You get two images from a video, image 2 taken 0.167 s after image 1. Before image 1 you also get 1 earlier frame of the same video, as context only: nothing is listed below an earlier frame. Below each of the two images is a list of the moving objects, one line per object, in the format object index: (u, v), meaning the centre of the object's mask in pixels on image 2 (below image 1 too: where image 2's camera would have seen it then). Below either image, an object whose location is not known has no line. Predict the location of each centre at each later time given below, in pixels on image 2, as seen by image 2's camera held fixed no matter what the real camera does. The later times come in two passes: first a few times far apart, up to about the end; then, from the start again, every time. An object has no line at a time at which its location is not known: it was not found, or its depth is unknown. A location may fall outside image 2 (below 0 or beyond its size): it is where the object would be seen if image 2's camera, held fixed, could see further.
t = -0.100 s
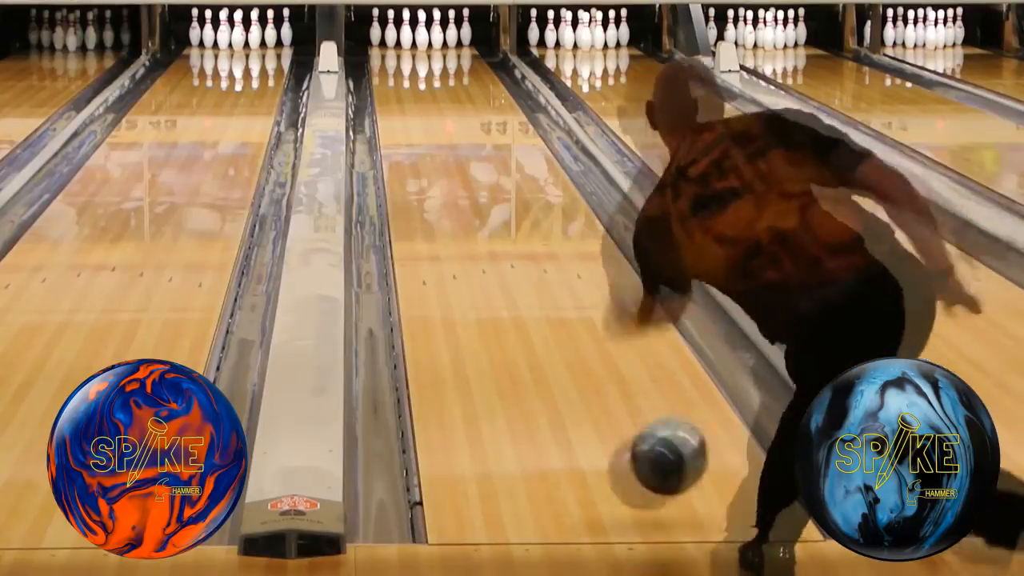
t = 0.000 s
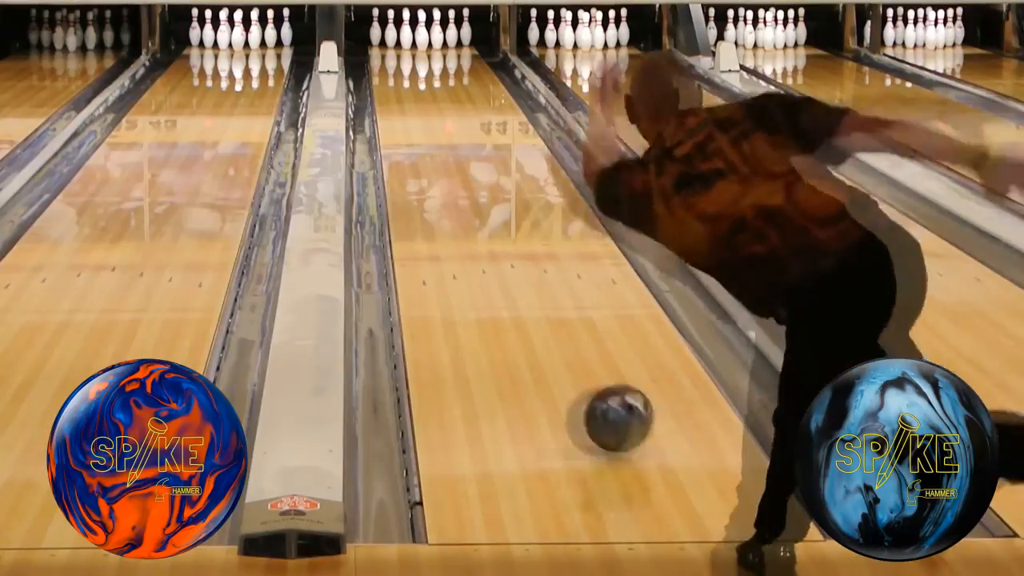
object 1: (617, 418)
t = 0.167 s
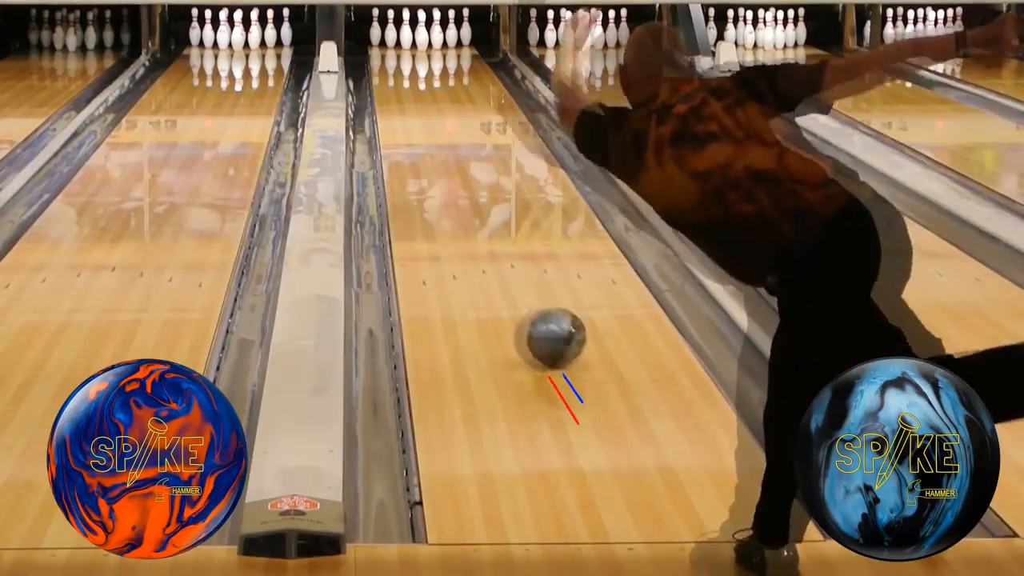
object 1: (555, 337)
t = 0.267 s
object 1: (527, 299)
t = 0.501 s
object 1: (476, 230)
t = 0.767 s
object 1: (436, 173)
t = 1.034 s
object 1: (411, 131)
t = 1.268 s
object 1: (397, 104)
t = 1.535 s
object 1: (389, 79)
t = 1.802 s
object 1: (392, 61)
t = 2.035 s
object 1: (405, 48)
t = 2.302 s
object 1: (417, 38)
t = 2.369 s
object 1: (416, 37)
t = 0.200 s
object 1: (545, 324)
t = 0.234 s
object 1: (536, 311)
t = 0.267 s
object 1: (527, 299)
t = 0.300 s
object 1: (519, 287)
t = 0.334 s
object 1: (510, 276)
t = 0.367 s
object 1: (503, 266)
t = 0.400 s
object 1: (496, 256)
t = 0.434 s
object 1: (488, 246)
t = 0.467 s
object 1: (482, 238)
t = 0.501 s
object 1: (476, 230)
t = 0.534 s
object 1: (470, 221)
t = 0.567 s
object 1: (464, 213)
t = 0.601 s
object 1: (460, 206)
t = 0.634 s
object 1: (454, 199)
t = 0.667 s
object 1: (450, 192)
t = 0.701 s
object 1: (445, 185)
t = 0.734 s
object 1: (440, 178)
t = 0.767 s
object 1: (436, 173)
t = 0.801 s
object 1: (432, 167)
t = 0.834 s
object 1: (429, 161)
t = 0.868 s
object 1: (425, 155)
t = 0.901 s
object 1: (422, 150)
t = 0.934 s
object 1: (419, 145)
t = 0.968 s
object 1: (416, 140)
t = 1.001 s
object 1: (413, 136)
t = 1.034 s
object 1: (411, 131)
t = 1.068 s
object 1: (409, 127)
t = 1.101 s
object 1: (406, 123)
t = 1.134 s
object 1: (404, 119)
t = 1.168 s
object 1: (402, 115)
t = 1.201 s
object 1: (400, 111)
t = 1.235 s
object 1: (399, 107)
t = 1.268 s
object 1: (397, 104)
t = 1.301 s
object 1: (396, 100)
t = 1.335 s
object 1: (394, 97)
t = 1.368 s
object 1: (393, 94)
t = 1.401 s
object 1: (392, 91)
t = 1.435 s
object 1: (391, 88)
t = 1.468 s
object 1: (390, 85)
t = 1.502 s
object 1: (390, 81)
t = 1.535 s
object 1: (389, 79)
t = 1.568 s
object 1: (389, 77)
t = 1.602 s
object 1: (390, 73)
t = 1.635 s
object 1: (389, 71)
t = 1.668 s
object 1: (389, 69)
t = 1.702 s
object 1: (389, 67)
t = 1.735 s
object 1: (391, 65)
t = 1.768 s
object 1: (391, 63)
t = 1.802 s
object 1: (392, 61)
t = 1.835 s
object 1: (393, 60)
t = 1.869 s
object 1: (395, 57)
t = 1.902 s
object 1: (396, 55)
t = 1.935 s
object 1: (398, 53)
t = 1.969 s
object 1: (400, 52)
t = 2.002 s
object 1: (402, 49)
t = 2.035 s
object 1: (405, 48)
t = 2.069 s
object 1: (406, 47)
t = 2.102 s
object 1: (409, 44)
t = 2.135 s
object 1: (411, 43)
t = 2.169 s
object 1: (414, 42)
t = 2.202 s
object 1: (414, 41)
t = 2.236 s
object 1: (414, 40)
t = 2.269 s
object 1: (415, 40)
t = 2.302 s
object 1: (417, 38)
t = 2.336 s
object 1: (416, 38)
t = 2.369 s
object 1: (416, 37)
